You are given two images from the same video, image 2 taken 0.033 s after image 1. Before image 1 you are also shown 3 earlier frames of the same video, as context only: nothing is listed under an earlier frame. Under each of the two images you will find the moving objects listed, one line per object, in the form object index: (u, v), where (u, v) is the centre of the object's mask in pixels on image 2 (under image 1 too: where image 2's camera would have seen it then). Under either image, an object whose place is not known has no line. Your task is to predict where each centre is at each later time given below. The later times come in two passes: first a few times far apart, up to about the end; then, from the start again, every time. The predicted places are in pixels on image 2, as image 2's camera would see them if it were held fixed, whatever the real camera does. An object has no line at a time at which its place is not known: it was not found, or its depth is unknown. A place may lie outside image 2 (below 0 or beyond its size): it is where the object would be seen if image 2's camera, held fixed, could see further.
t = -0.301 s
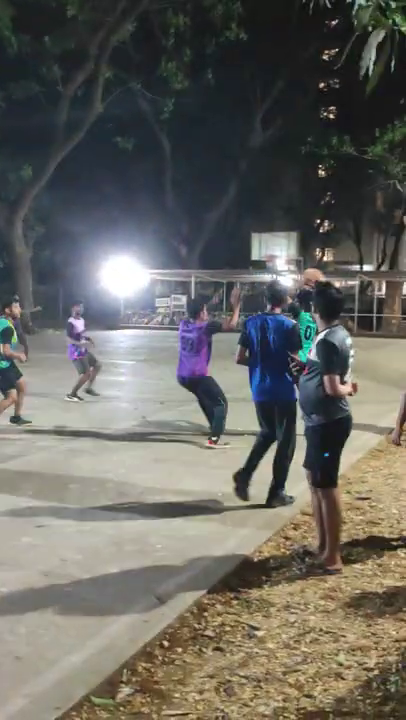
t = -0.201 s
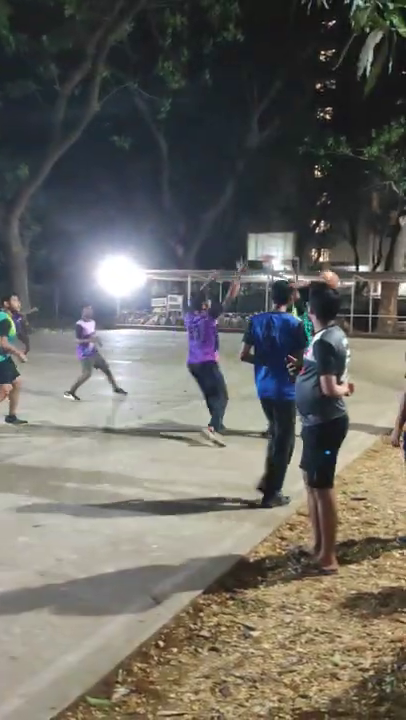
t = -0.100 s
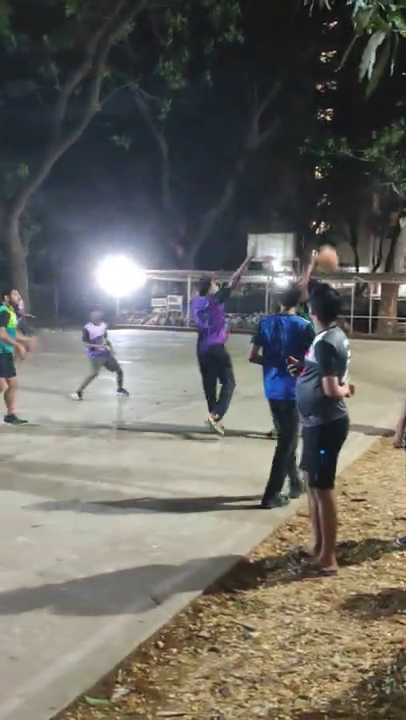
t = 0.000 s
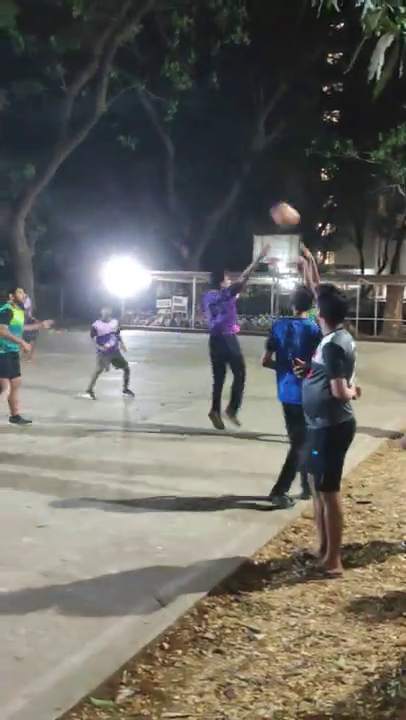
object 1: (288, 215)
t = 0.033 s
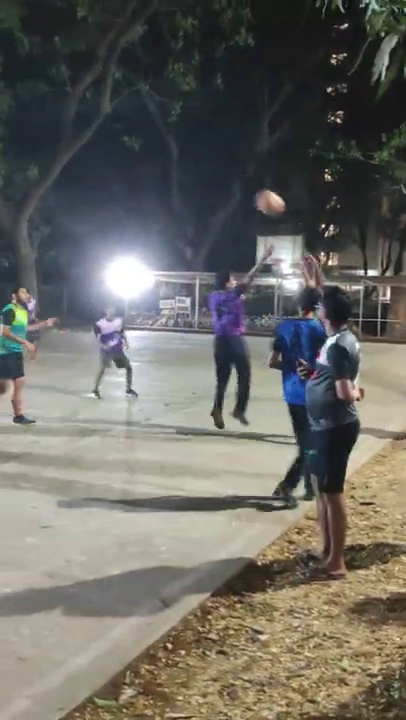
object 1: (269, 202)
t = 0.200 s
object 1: (173, 151)
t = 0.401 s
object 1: (55, 125)
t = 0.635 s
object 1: (-78, 139)
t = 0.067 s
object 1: (250, 190)
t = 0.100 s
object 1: (231, 179)
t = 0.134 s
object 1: (212, 169)
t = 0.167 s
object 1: (193, 160)
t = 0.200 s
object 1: (173, 151)
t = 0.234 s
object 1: (153, 144)
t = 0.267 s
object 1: (134, 138)
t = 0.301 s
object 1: (114, 134)
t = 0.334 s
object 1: (94, 129)
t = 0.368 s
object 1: (74, 126)
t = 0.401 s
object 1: (55, 125)
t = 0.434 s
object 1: (35, 124)
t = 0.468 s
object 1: (16, 123)
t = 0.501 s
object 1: (-3, 125)
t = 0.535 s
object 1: (-22, 127)
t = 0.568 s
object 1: (-42, 130)
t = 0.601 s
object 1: (-59, 134)
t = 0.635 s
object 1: (-78, 139)
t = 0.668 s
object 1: (-97, 145)
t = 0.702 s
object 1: (-114, 153)
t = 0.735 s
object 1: (-133, 160)
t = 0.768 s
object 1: (-151, 170)
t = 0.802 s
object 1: (-168, 179)
